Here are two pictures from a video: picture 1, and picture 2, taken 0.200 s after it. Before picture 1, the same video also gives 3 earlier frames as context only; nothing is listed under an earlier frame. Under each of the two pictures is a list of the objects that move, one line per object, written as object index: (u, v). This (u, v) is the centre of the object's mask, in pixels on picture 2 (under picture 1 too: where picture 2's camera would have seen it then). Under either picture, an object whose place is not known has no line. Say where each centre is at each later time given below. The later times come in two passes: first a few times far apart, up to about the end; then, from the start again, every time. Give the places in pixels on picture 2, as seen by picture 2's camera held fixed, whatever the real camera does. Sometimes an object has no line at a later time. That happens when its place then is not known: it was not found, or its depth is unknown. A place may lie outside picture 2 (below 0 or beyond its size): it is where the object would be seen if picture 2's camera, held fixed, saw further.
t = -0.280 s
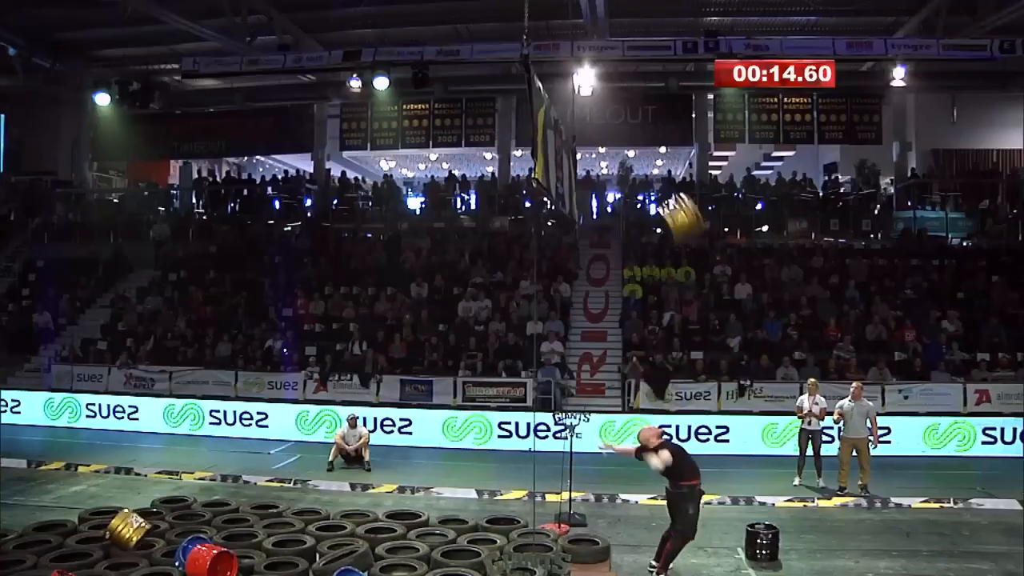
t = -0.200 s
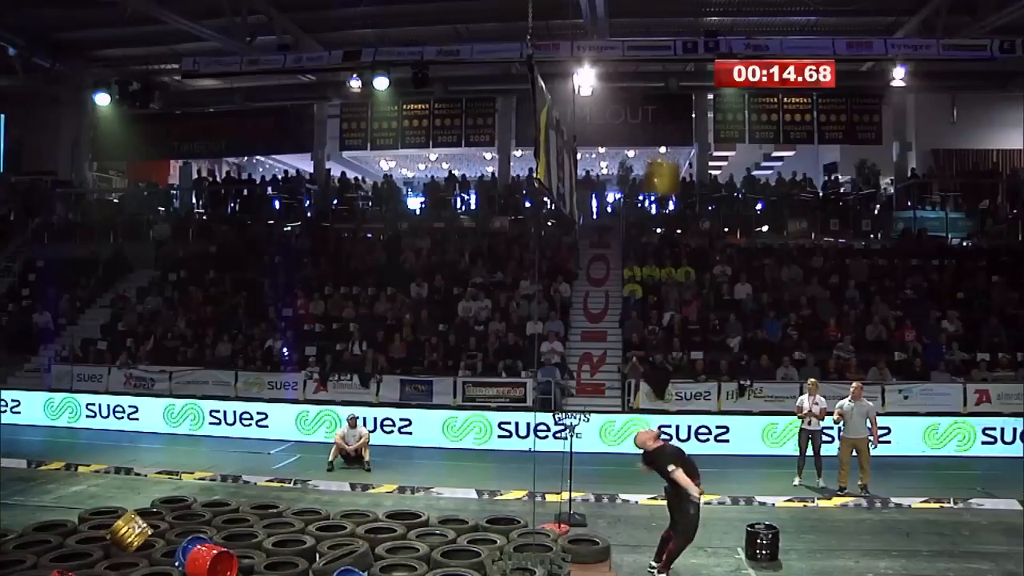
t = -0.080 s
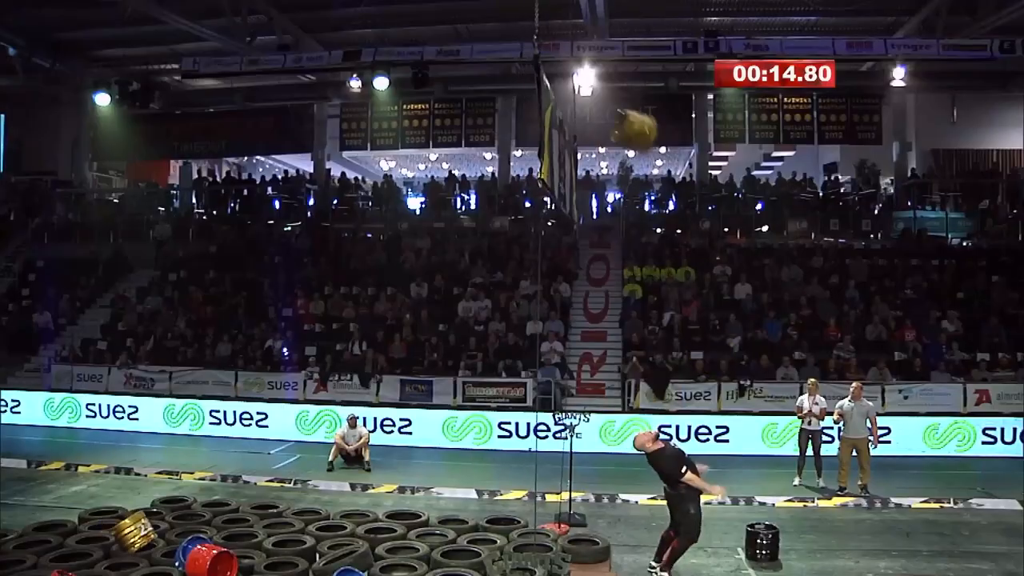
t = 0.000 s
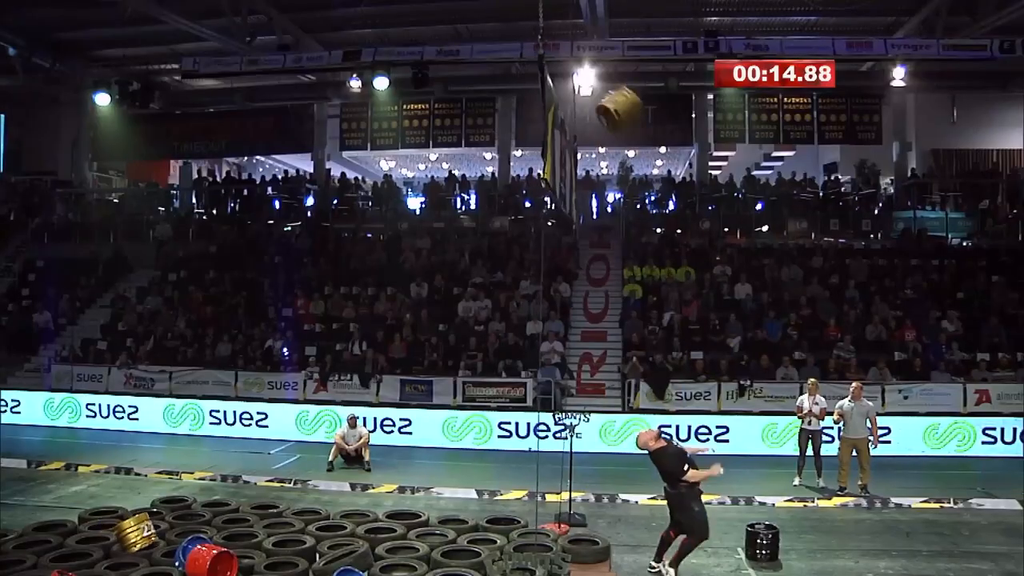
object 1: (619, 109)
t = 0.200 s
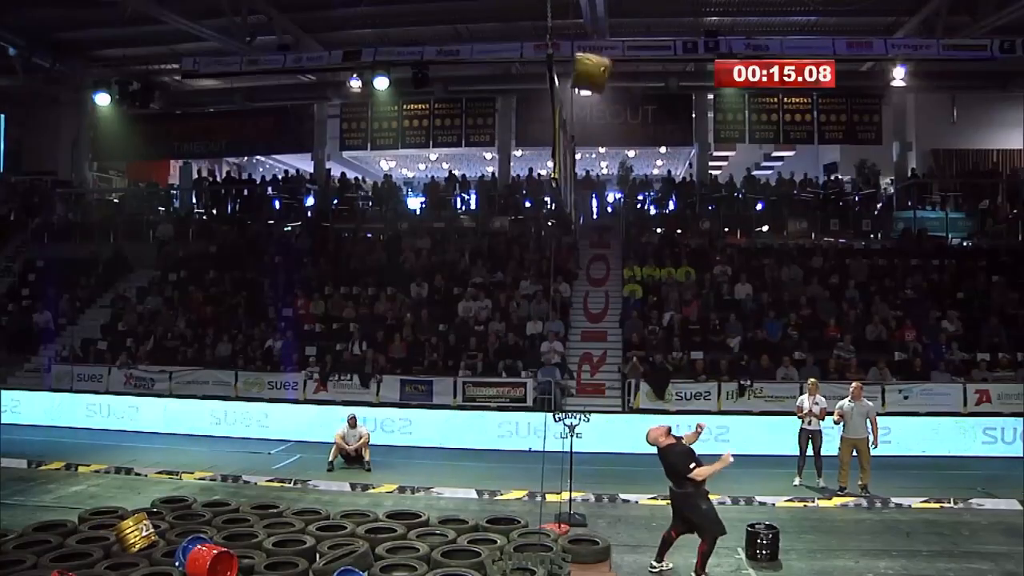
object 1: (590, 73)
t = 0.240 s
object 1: (583, 66)
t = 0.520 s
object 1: (524, 84)
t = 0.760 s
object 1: (481, 160)
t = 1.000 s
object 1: (427, 288)
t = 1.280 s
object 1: (378, 517)
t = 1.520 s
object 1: (342, 535)
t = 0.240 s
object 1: (583, 66)
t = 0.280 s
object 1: (574, 62)
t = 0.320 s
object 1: (569, 60)
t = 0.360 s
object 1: (557, 62)
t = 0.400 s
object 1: (547, 63)
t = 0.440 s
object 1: (535, 69)
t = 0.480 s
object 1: (529, 78)
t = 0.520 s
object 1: (524, 84)
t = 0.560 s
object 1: (515, 92)
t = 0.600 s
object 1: (507, 106)
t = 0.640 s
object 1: (501, 119)
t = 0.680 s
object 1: (495, 132)
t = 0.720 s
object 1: (489, 145)
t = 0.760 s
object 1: (481, 160)
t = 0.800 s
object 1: (474, 178)
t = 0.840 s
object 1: (466, 197)
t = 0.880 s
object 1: (455, 216)
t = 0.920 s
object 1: (447, 238)
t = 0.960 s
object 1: (437, 261)
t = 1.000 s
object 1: (427, 288)
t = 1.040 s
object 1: (417, 318)
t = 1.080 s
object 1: (409, 349)
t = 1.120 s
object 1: (402, 380)
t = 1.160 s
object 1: (397, 413)
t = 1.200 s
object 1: (389, 454)
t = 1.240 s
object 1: (384, 483)
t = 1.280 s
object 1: (378, 517)
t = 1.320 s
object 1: (371, 550)
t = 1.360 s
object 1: (365, 558)
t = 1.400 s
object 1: (358, 555)
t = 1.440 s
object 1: (352, 550)
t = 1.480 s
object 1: (347, 542)
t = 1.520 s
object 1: (342, 535)
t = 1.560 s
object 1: (337, 529)
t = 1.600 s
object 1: (332, 526)
